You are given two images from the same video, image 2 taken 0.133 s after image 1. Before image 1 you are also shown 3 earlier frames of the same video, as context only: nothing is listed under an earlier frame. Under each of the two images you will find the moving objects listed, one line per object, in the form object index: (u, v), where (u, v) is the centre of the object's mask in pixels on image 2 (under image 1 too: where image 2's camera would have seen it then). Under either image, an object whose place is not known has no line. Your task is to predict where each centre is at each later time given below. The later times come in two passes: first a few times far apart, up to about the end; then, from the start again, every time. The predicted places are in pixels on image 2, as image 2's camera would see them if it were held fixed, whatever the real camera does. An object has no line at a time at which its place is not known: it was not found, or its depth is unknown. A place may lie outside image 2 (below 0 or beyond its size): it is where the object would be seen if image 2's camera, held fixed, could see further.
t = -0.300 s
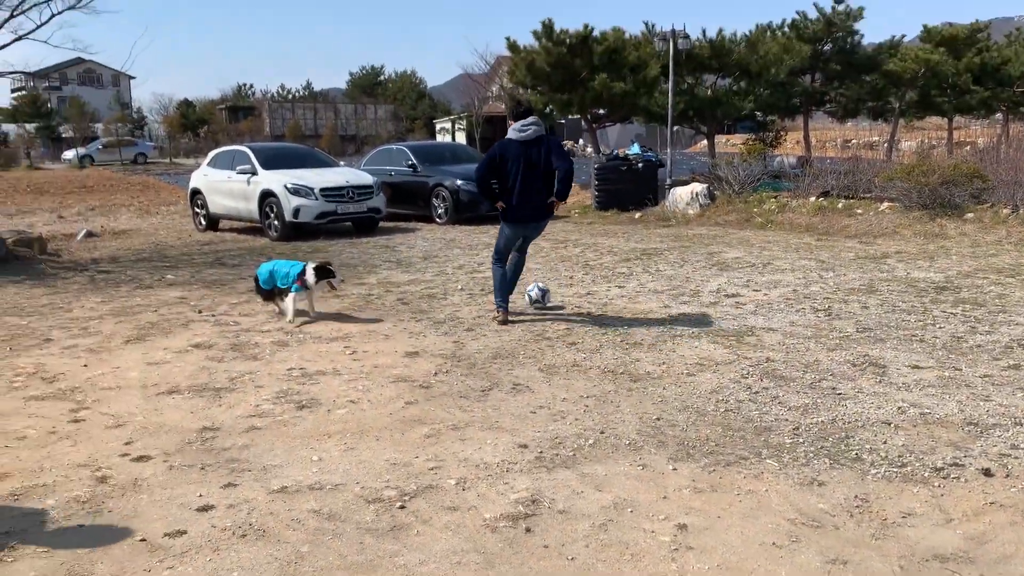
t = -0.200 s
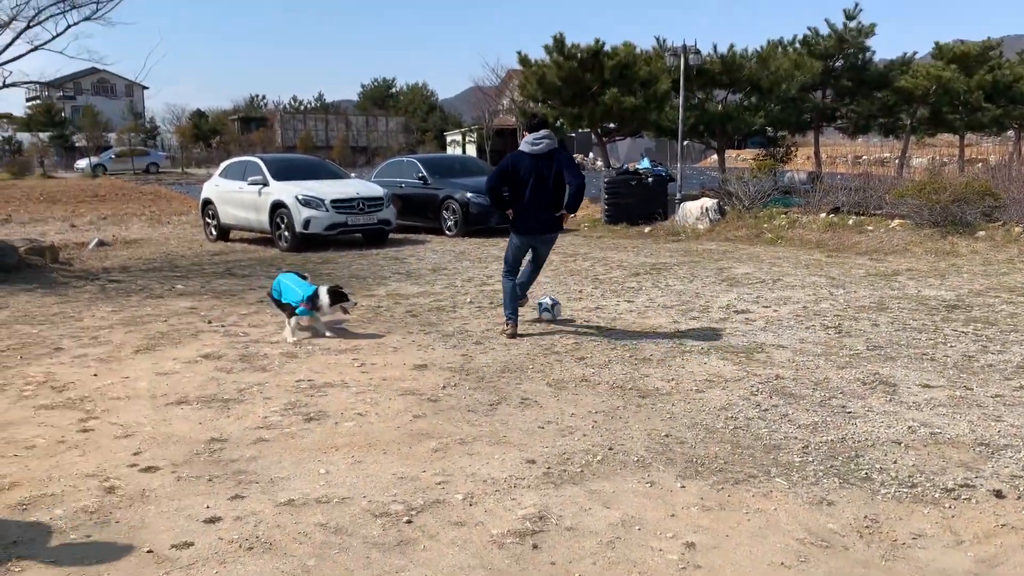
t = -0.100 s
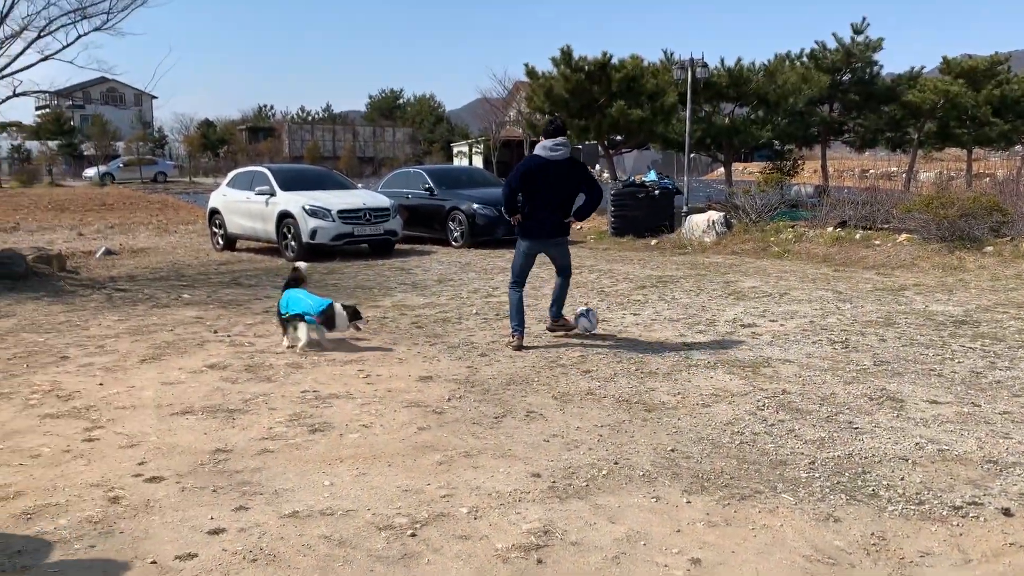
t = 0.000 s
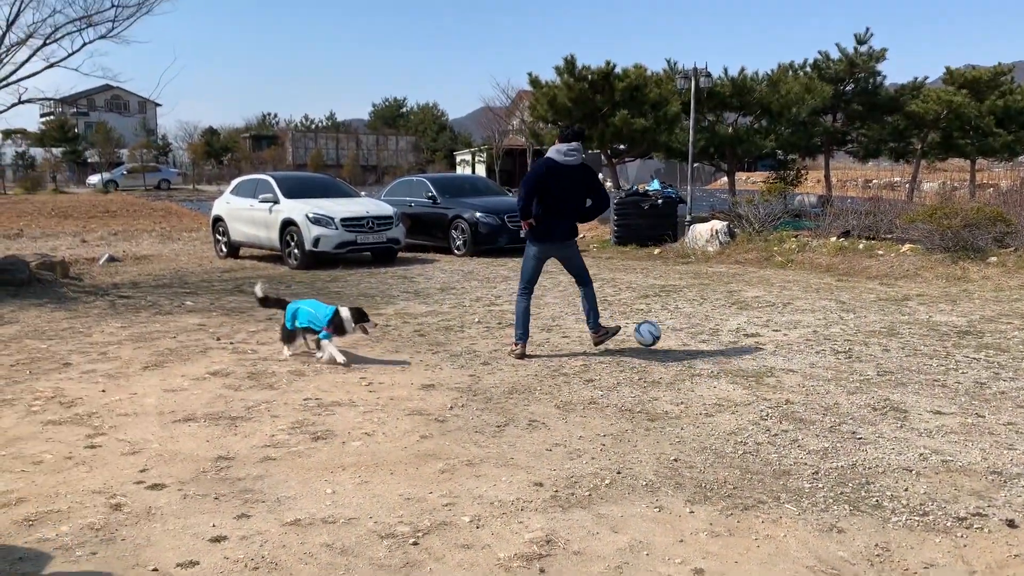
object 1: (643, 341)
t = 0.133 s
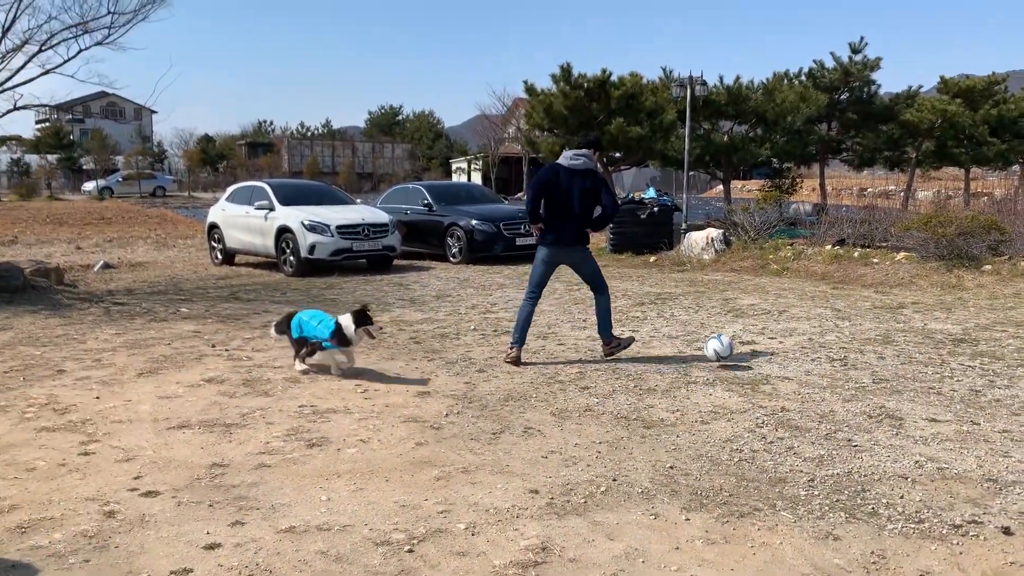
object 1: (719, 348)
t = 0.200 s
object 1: (754, 350)
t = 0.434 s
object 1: (859, 363)
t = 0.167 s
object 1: (736, 348)
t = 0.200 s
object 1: (754, 350)
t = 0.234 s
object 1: (771, 353)
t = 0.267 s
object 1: (788, 359)
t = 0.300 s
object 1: (807, 365)
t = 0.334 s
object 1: (820, 363)
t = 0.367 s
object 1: (831, 362)
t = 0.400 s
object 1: (845, 361)
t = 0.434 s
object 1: (859, 363)
